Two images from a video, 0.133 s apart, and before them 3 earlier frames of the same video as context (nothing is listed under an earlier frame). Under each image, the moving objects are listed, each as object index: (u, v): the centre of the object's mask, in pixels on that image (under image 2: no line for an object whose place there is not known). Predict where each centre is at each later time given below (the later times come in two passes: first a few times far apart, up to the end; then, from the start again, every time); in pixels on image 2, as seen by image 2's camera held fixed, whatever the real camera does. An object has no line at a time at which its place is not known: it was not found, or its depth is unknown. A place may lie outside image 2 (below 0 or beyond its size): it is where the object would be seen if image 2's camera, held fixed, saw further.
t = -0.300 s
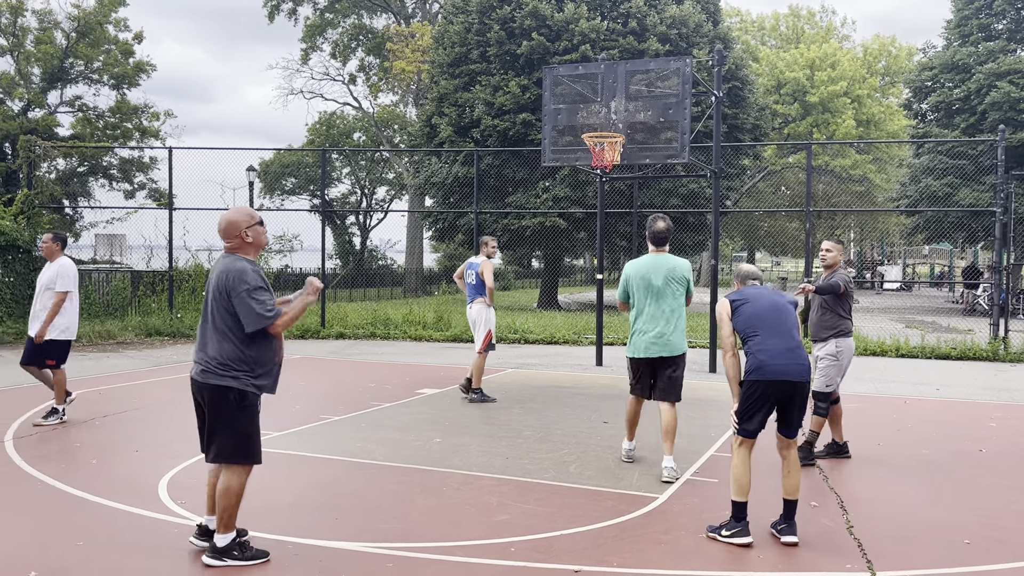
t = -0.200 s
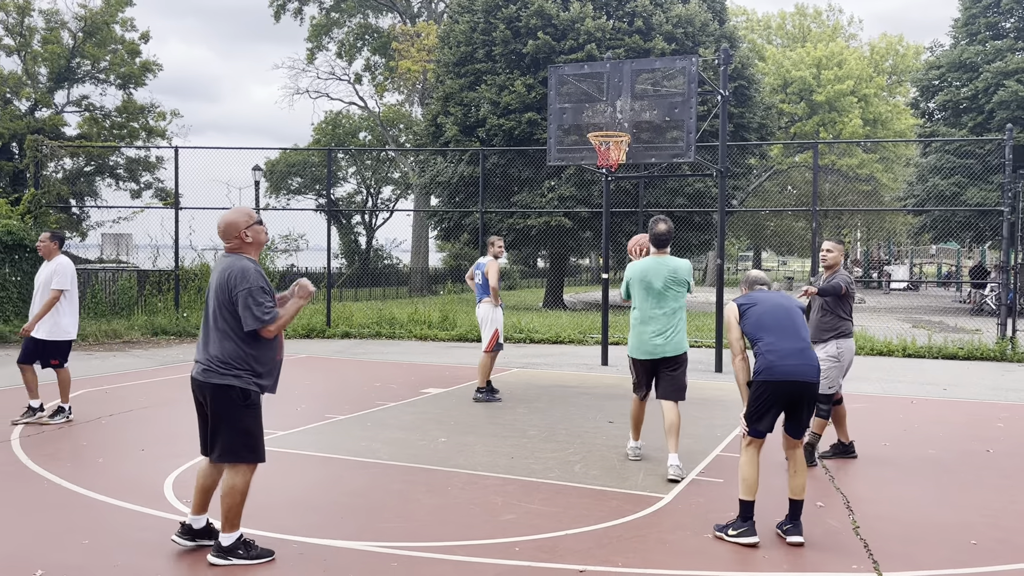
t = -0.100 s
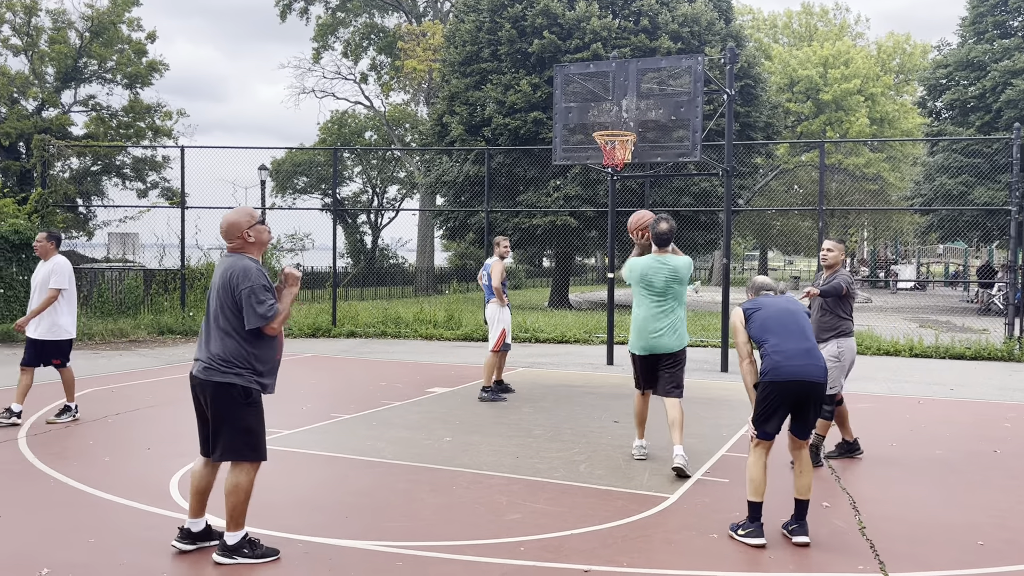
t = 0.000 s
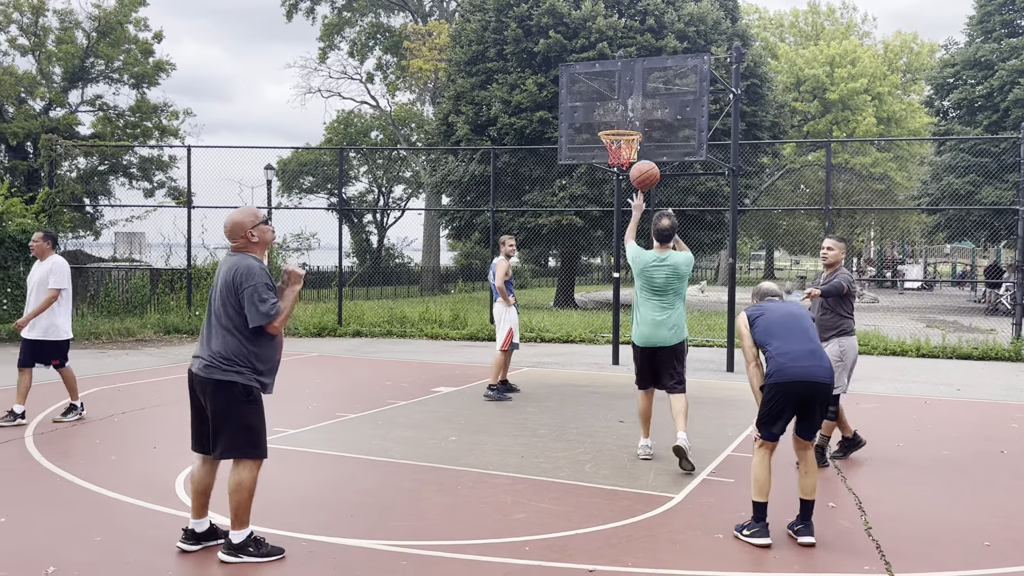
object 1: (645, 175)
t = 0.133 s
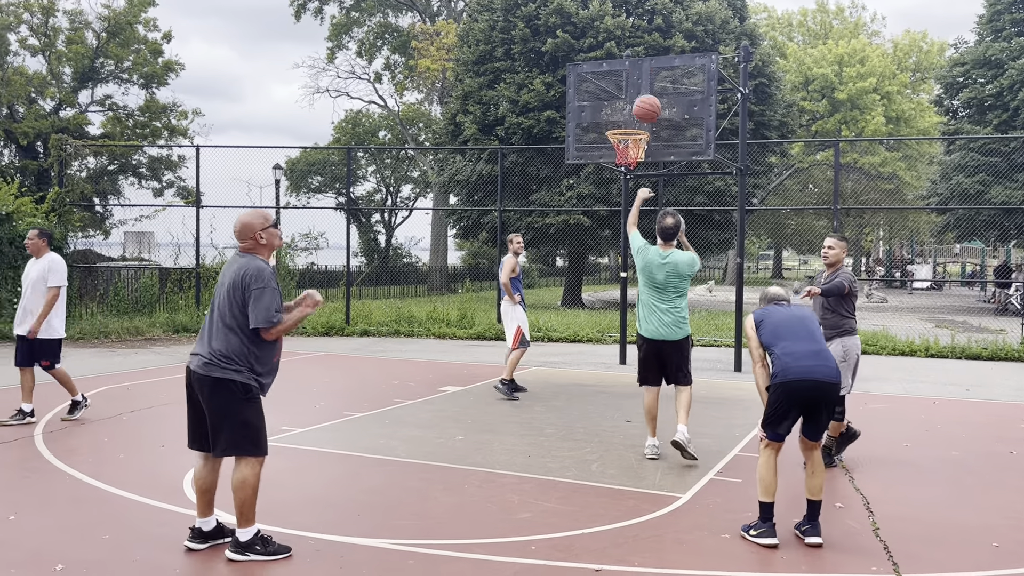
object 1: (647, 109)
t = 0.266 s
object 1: (642, 70)
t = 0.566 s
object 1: (631, 59)
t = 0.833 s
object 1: (621, 116)
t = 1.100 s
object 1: (621, 99)
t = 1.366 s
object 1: (616, 121)
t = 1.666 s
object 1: (593, 121)
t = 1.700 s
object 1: (591, 124)
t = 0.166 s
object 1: (645, 97)
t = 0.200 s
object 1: (644, 86)
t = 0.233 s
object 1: (643, 77)
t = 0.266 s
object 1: (642, 70)
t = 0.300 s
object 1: (640, 64)
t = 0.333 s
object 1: (640, 58)
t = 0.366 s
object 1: (638, 55)
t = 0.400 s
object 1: (637, 53)
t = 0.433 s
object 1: (635, 52)
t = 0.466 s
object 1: (634, 52)
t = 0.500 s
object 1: (633, 53)
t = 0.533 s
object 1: (632, 55)
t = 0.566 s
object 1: (631, 59)
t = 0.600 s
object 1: (630, 63)
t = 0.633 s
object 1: (628, 68)
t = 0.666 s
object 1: (627, 74)
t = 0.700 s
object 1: (626, 81)
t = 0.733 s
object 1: (625, 88)
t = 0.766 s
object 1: (623, 97)
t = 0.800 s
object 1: (622, 106)
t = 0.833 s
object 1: (621, 116)
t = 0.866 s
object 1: (621, 119)
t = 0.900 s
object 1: (621, 113)
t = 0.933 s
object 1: (621, 108)
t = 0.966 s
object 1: (621, 104)
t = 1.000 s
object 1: (620, 102)
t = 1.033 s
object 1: (620, 100)
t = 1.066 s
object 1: (621, 99)
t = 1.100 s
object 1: (621, 99)
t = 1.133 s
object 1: (621, 99)
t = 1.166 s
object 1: (621, 101)
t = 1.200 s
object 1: (621, 104)
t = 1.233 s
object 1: (621, 107)
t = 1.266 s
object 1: (621, 112)
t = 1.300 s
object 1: (620, 116)
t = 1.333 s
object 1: (618, 118)
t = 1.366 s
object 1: (616, 121)
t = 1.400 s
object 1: (615, 123)
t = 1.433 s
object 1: (612, 123)
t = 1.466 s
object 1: (610, 122)
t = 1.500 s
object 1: (606, 119)
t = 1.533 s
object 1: (605, 118)
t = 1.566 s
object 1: (602, 118)
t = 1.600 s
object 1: (599, 118)
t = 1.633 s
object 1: (597, 119)
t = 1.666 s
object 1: (593, 121)
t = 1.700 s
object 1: (591, 124)
